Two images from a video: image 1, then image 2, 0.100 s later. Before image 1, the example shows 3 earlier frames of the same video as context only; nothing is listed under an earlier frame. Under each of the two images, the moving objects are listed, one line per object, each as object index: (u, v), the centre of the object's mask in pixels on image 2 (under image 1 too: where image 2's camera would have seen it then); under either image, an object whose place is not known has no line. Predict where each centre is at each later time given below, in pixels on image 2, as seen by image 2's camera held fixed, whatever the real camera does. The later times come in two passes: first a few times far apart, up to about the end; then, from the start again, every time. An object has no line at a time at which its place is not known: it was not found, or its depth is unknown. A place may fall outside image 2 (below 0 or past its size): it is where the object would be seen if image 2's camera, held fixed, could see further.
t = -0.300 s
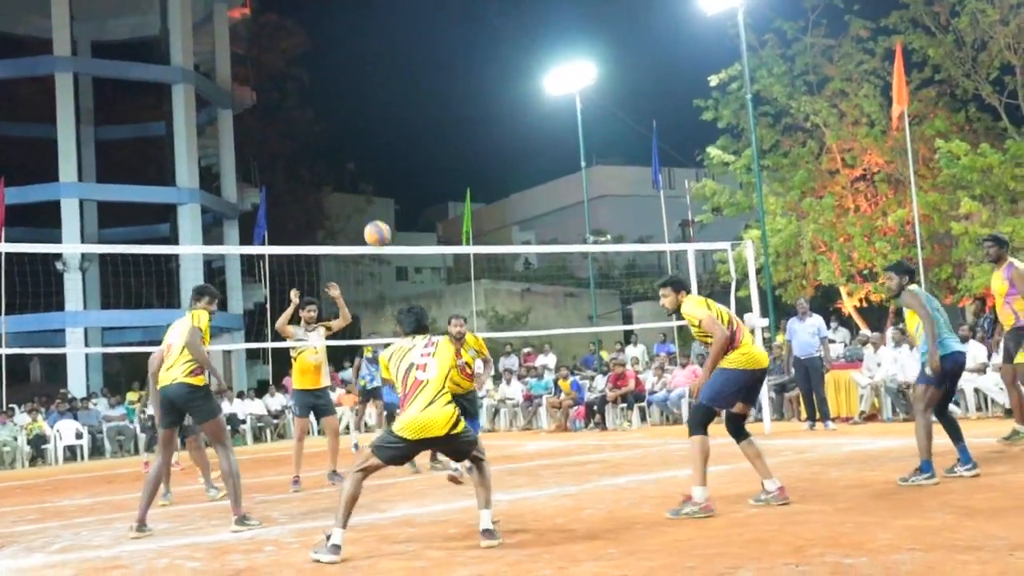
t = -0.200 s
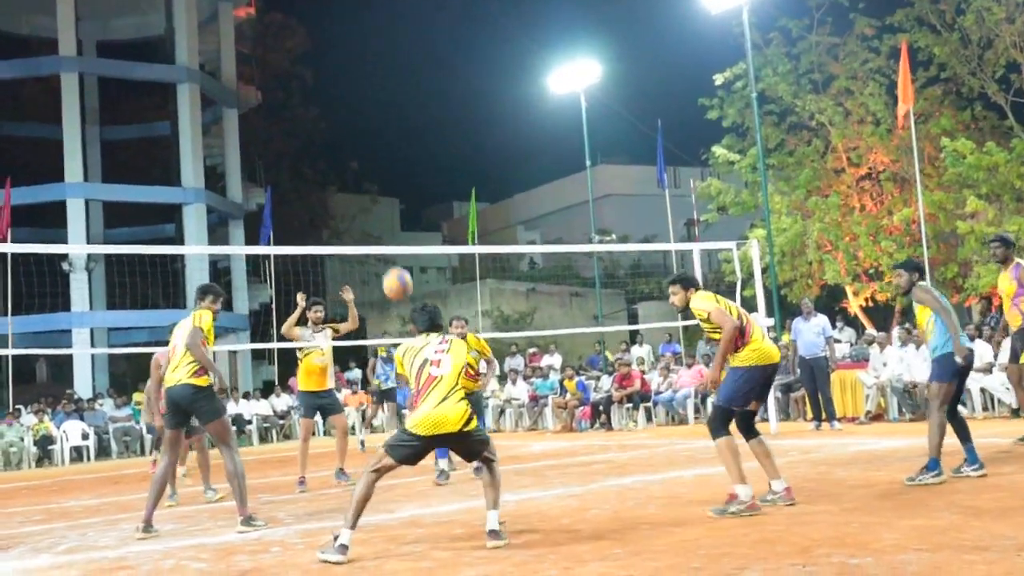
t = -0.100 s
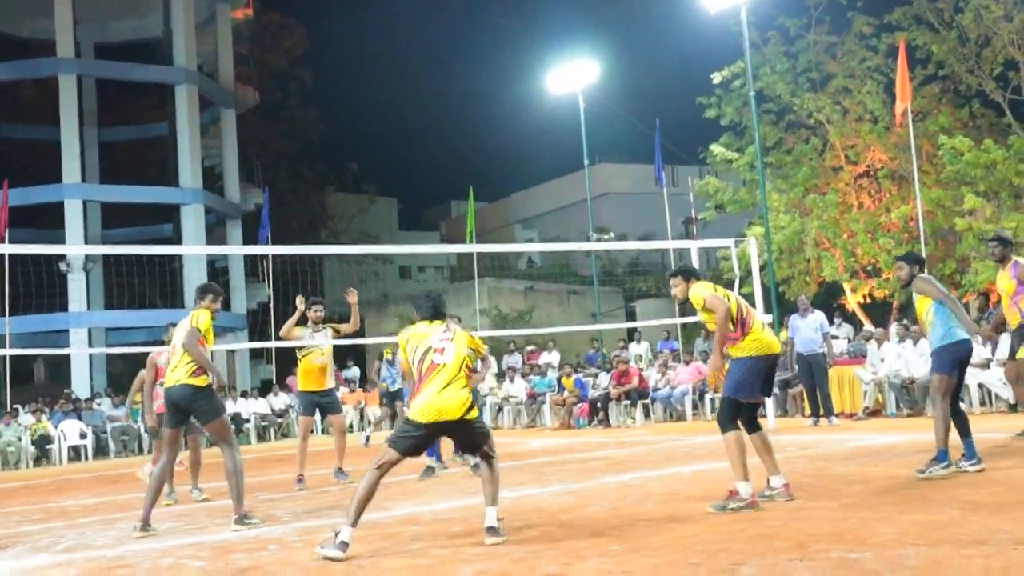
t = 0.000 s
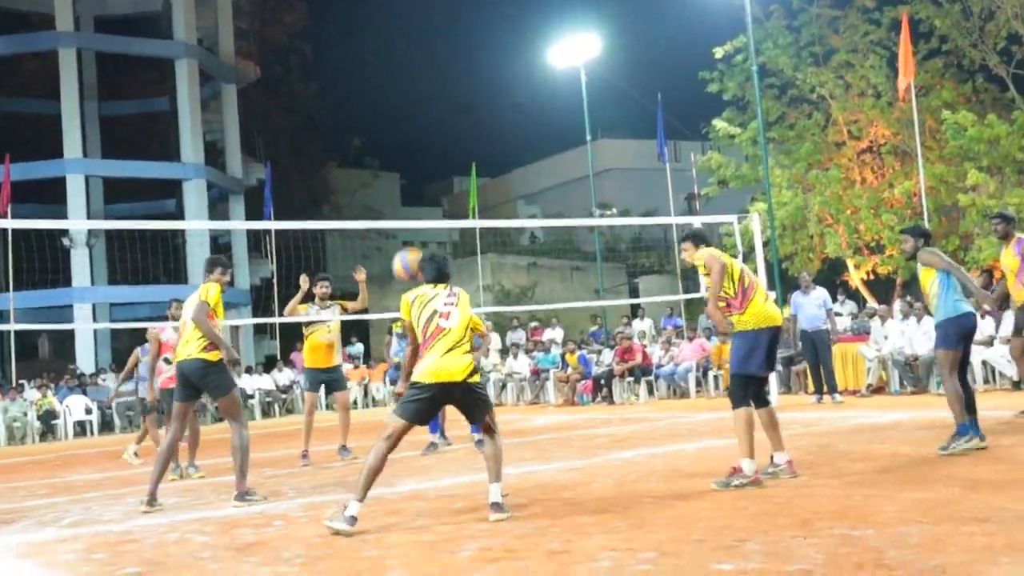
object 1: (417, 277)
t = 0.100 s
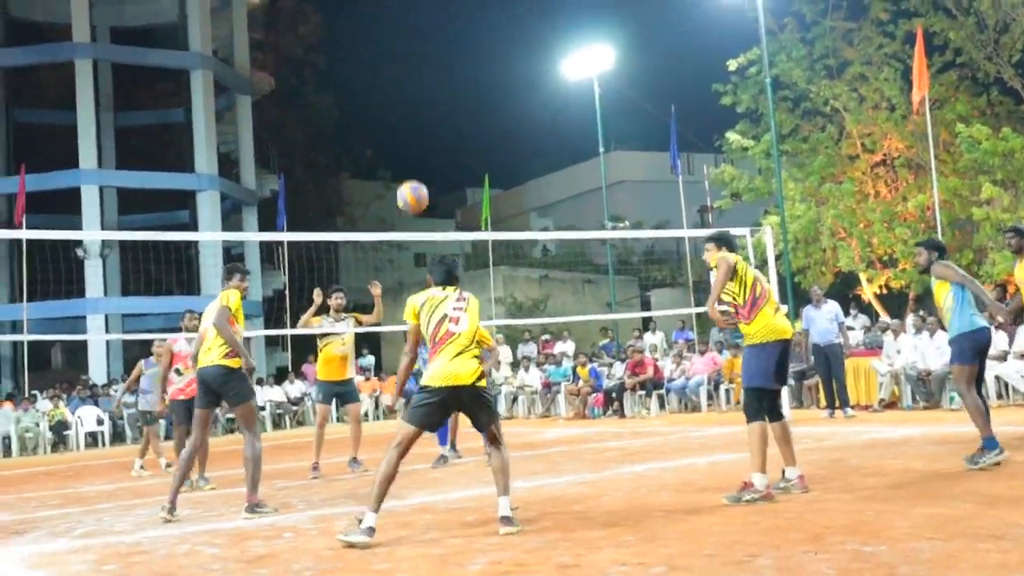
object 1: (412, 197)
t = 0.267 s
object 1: (400, 110)
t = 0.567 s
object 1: (388, 62)
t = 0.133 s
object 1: (411, 175)
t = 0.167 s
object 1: (408, 155)
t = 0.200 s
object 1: (407, 139)
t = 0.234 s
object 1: (403, 123)
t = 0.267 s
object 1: (400, 110)
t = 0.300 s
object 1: (398, 98)
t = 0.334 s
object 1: (397, 89)
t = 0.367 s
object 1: (395, 80)
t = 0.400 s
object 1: (394, 74)
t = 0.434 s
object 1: (393, 70)
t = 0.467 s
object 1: (392, 66)
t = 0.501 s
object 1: (390, 64)
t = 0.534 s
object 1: (388, 62)
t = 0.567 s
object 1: (388, 62)
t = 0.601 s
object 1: (388, 64)
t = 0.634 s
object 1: (388, 68)
